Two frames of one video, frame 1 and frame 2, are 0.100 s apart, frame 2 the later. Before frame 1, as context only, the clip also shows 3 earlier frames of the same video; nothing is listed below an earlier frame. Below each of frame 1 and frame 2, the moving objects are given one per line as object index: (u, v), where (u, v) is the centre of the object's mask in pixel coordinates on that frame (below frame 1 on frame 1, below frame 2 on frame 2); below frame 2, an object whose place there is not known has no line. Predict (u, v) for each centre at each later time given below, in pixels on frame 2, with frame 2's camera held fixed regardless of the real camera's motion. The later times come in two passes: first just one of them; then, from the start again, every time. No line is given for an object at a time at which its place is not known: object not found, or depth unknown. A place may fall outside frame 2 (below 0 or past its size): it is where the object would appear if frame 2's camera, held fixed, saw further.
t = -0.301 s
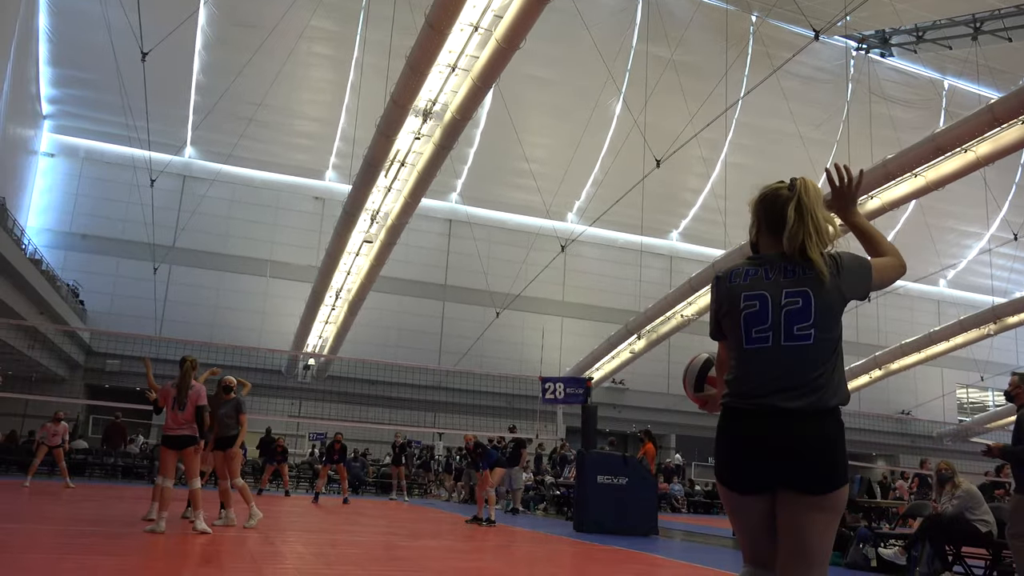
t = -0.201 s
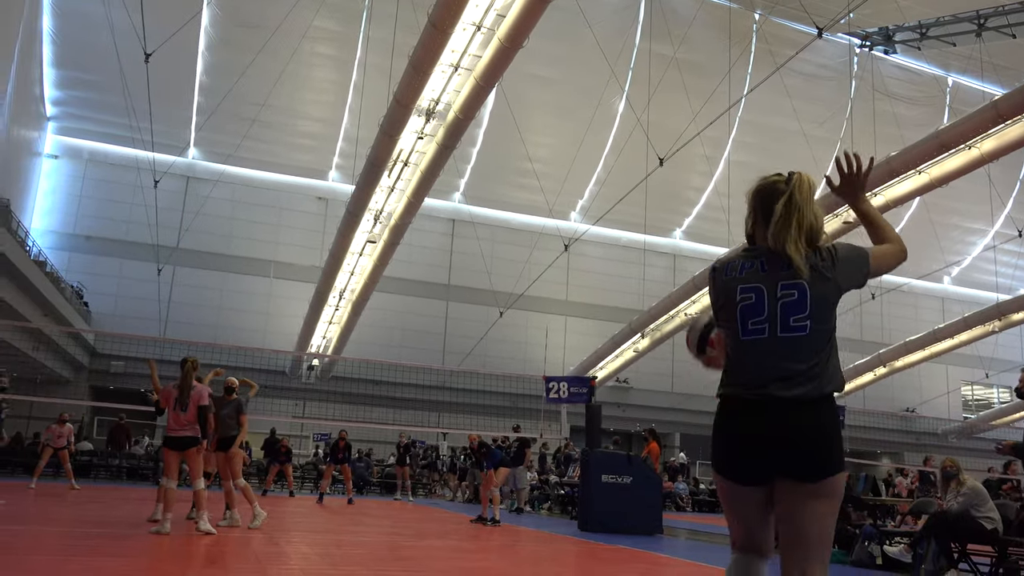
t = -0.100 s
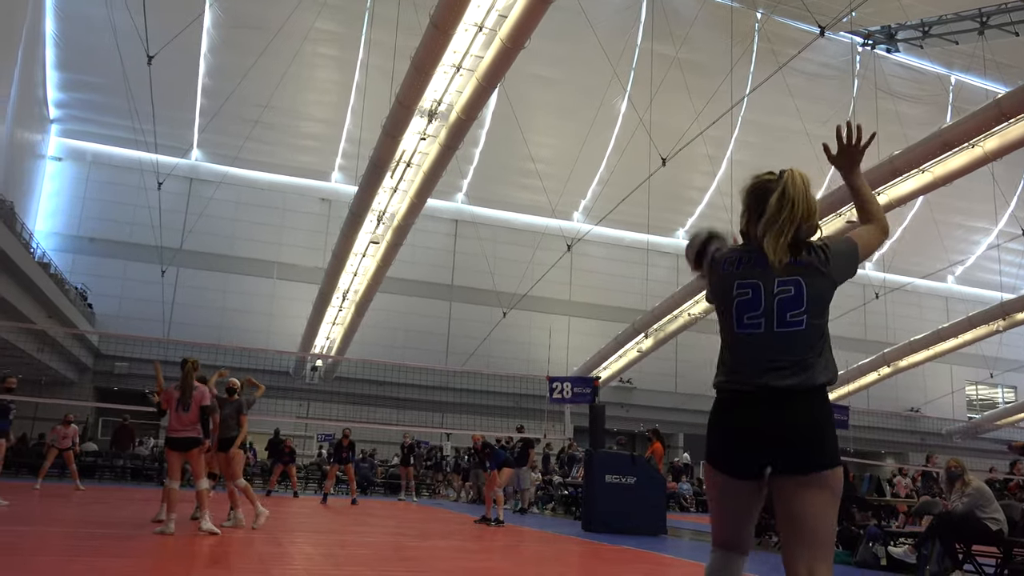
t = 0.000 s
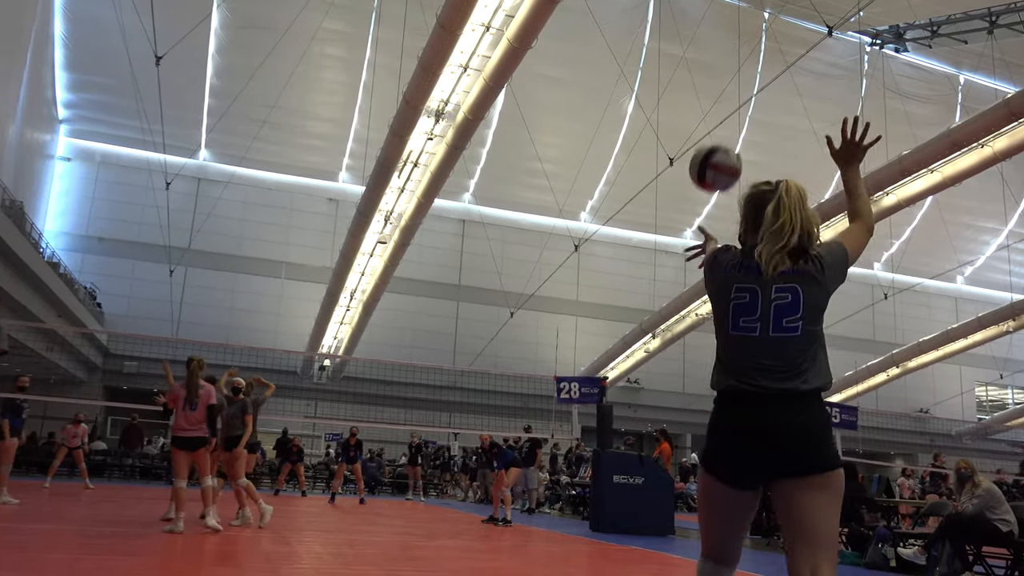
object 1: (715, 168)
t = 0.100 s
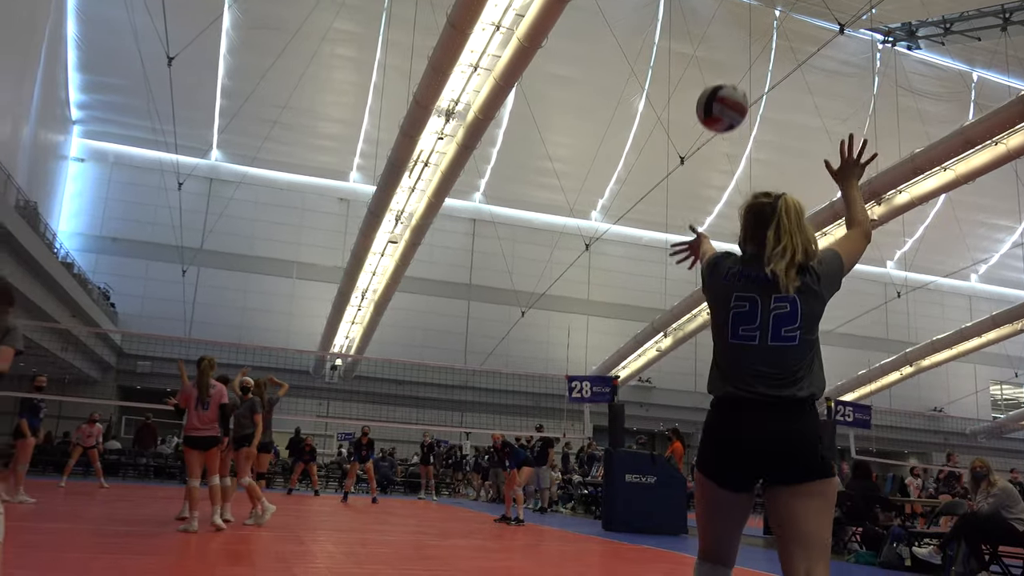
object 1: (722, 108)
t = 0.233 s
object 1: (711, 62)
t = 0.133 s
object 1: (718, 93)
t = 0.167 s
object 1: (715, 80)
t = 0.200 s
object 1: (713, 69)
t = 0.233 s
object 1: (711, 62)
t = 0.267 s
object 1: (709, 58)
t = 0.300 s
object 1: (707, 57)
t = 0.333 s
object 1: (704, 55)
